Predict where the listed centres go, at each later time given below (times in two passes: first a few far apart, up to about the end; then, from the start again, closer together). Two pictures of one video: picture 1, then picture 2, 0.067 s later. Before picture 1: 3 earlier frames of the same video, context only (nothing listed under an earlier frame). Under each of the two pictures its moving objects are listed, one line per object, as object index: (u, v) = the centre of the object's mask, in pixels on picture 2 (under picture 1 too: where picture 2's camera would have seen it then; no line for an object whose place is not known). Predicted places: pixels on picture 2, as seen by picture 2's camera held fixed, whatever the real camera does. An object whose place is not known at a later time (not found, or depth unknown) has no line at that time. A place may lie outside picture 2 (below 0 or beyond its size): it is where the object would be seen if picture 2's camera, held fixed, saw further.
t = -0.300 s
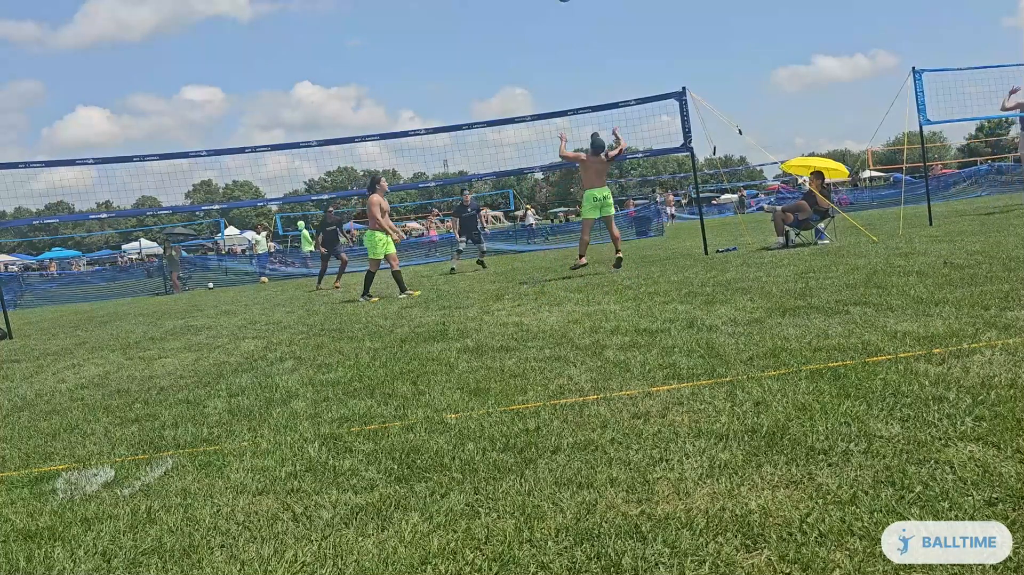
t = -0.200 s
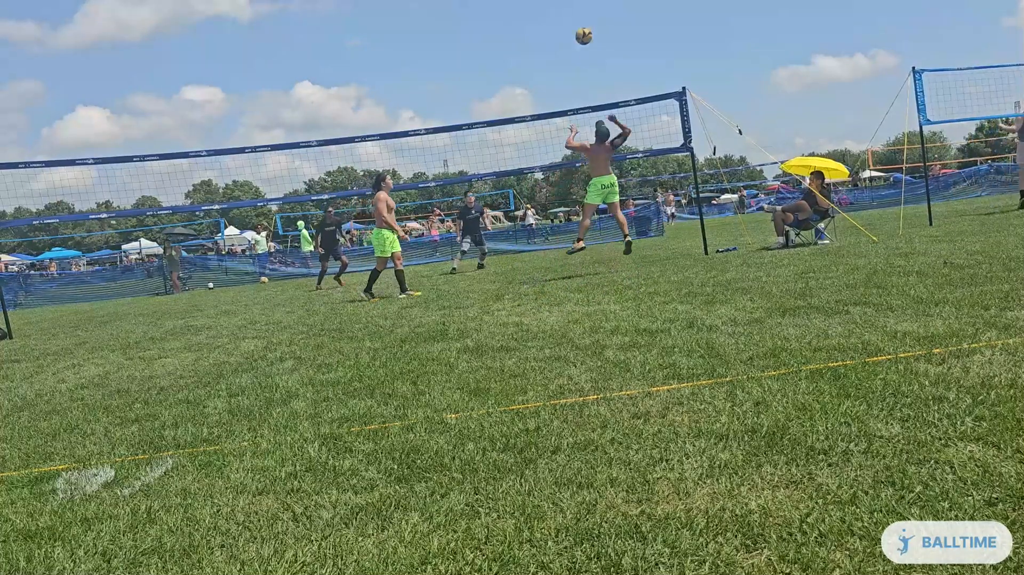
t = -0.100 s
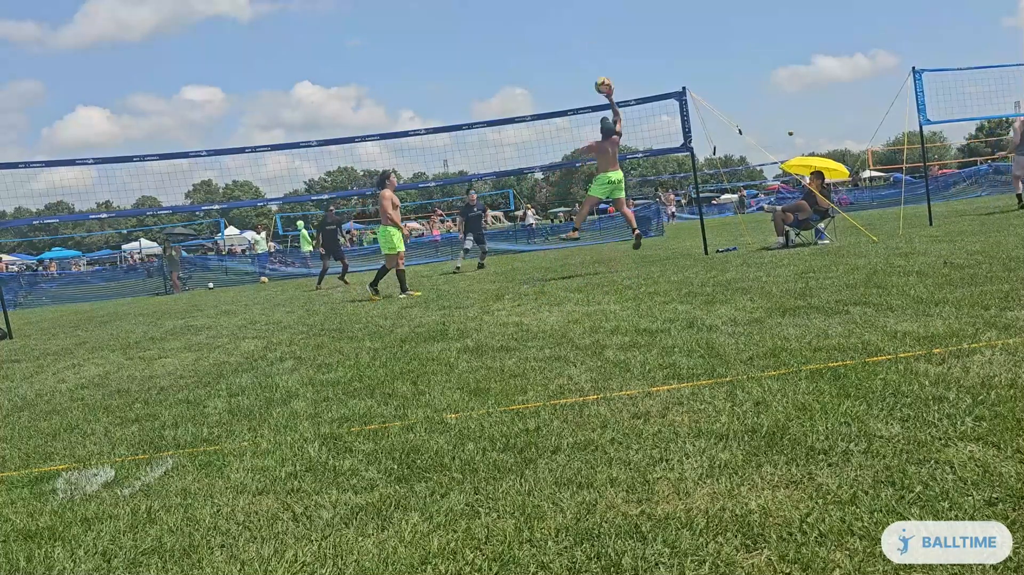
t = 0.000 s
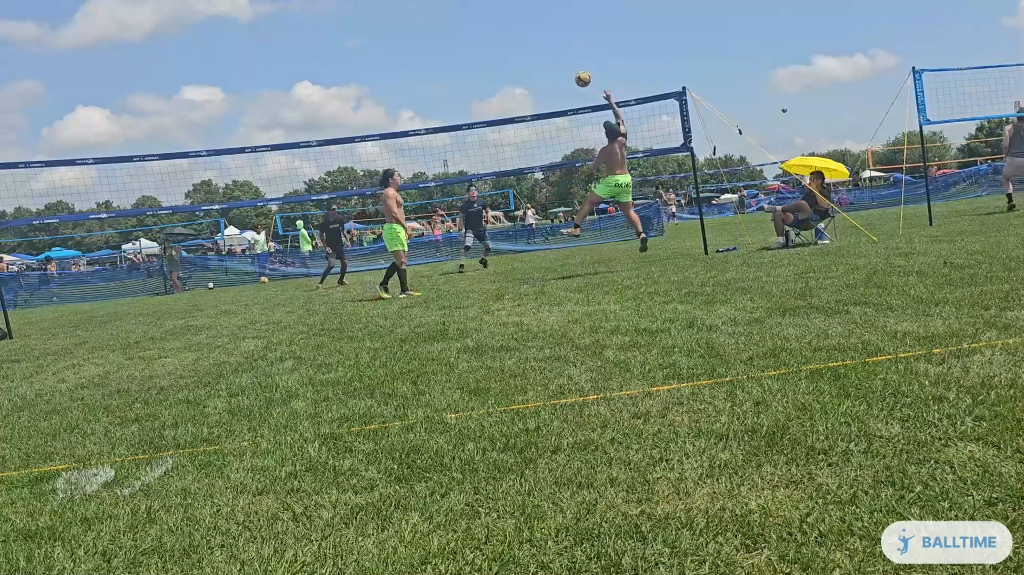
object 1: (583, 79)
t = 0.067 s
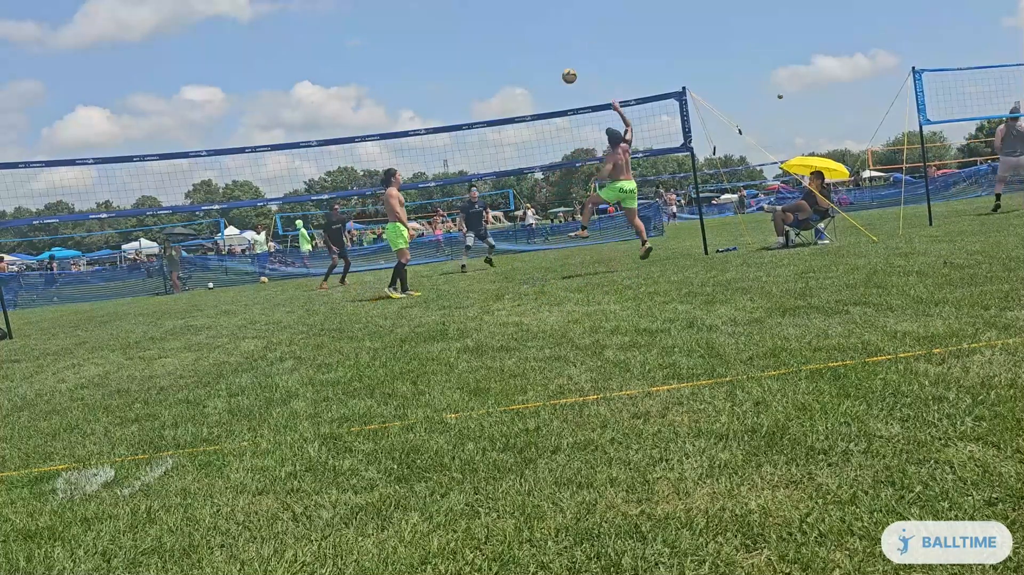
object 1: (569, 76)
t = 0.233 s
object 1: (543, 83)
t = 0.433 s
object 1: (521, 110)
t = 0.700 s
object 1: (503, 168)
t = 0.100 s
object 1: (563, 76)
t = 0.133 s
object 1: (558, 76)
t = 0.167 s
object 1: (553, 78)
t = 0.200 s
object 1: (547, 80)
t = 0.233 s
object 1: (543, 83)
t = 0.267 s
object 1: (538, 86)
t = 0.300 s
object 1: (535, 90)
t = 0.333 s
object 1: (530, 95)
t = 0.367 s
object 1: (527, 100)
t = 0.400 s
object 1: (524, 105)
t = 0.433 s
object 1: (521, 110)
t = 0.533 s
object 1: (514, 131)
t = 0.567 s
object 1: (511, 137)
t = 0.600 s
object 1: (509, 145)
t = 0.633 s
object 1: (507, 153)
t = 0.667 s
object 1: (506, 161)
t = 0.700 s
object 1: (503, 168)
